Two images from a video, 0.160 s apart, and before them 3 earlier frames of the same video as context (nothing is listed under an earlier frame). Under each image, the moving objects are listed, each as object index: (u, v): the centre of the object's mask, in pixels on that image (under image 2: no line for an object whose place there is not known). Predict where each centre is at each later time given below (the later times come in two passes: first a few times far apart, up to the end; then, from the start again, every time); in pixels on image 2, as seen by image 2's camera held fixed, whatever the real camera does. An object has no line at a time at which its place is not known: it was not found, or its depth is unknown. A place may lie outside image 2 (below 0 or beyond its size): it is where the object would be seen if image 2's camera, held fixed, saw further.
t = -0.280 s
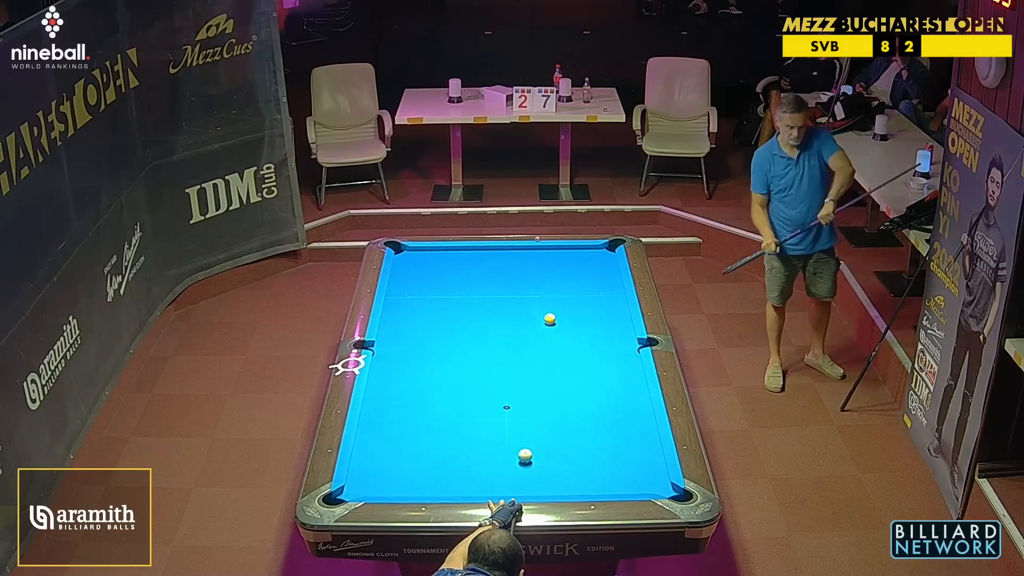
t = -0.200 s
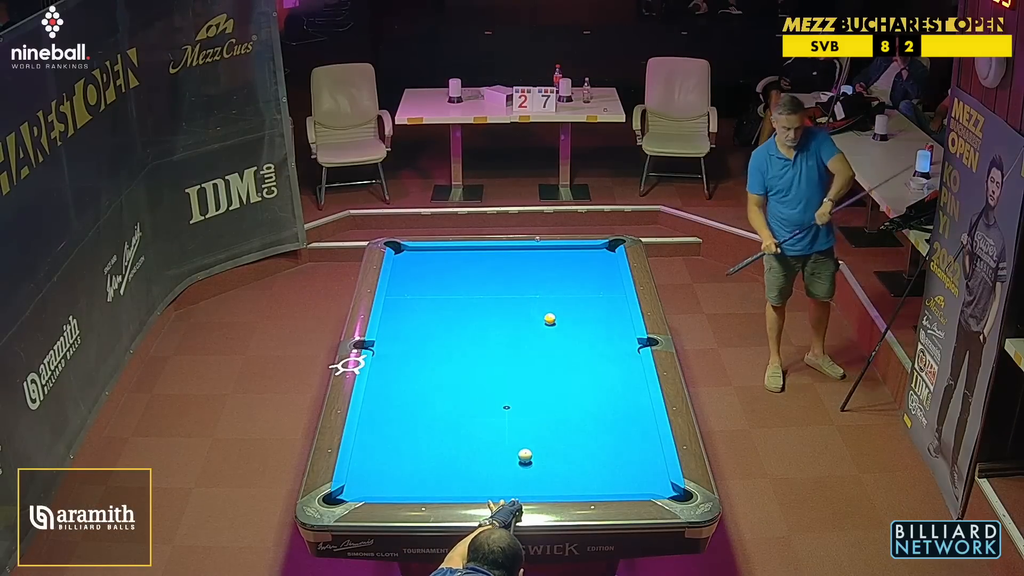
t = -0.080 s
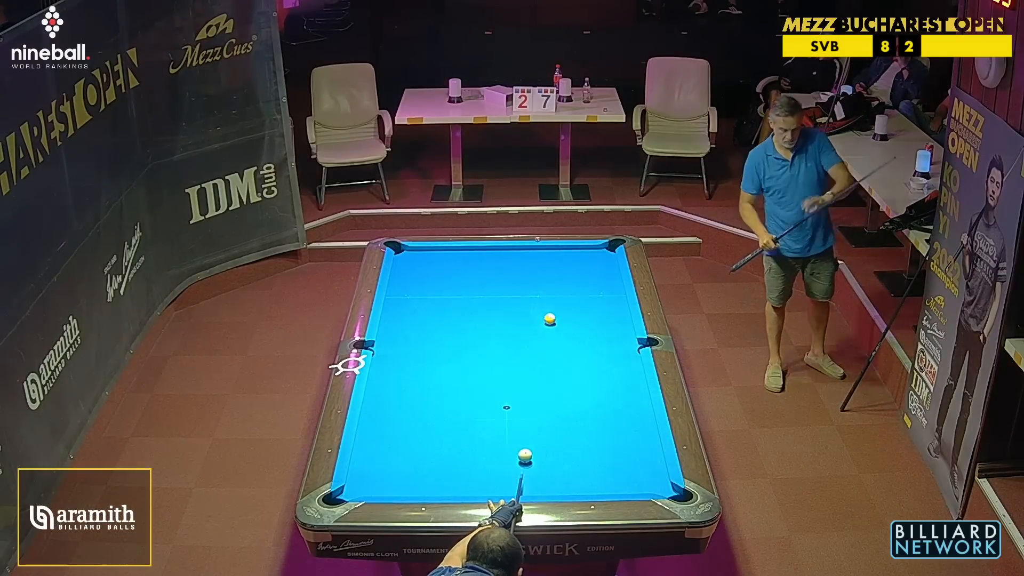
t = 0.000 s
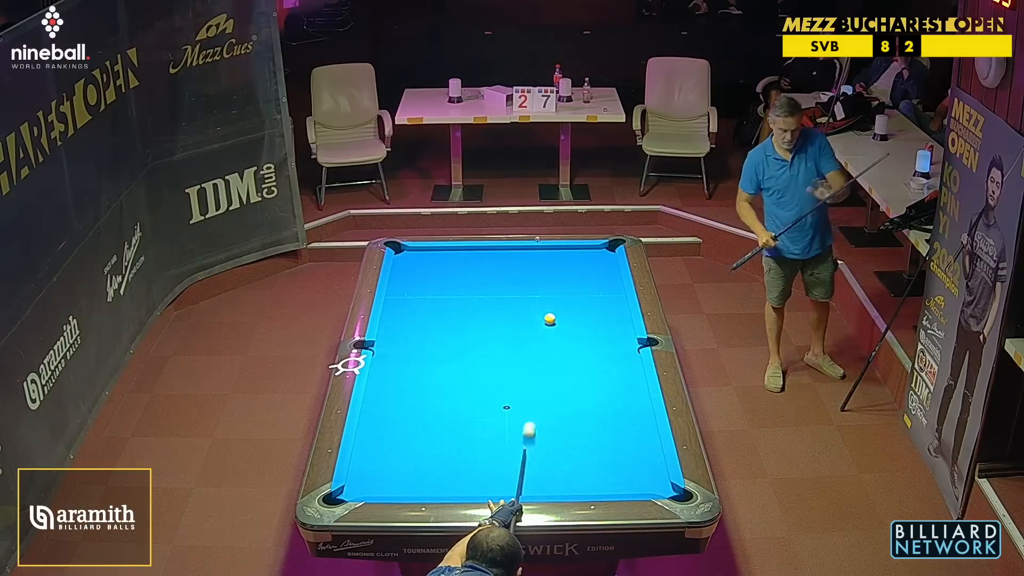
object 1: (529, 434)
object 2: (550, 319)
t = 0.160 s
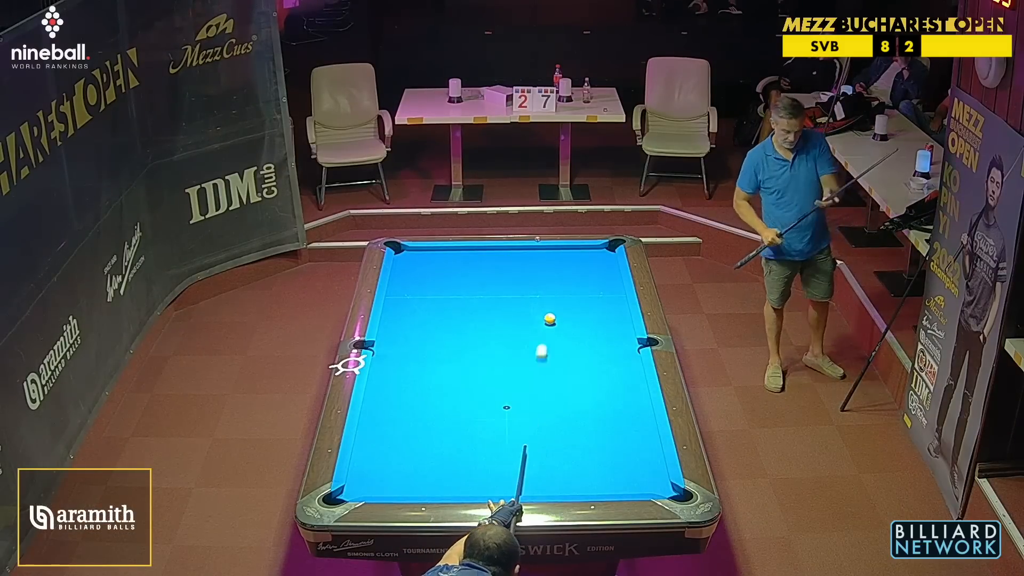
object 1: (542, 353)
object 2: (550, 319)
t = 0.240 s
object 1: (545, 324)
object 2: (553, 316)
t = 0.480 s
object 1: (504, 310)
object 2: (599, 253)
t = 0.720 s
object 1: (475, 289)
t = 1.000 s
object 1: (449, 262)
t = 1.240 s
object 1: (430, 255)
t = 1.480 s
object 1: (414, 266)
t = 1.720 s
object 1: (398, 277)
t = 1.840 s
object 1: (394, 282)
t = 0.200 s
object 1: (544, 337)
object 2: (550, 319)
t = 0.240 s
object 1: (545, 324)
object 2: (553, 316)
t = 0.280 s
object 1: (537, 322)
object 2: (561, 304)
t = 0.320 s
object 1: (530, 320)
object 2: (570, 293)
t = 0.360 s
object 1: (523, 318)
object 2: (578, 282)
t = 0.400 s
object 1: (517, 315)
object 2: (585, 271)
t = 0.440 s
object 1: (510, 313)
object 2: (592, 262)
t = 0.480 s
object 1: (504, 310)
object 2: (599, 253)
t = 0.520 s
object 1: (499, 307)
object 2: (608, 246)
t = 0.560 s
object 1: (493, 303)
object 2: (615, 246)
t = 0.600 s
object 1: (488, 300)
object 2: (613, 249)
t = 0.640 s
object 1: (484, 296)
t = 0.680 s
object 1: (479, 293)
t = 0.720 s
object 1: (475, 289)
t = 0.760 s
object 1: (471, 285)
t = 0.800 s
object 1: (467, 281)
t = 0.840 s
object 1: (463, 277)
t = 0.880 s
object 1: (459, 273)
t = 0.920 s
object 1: (456, 269)
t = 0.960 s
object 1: (452, 265)
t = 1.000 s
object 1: (449, 262)
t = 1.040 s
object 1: (445, 258)
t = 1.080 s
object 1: (442, 255)
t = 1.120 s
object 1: (438, 251)
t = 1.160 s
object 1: (436, 250)
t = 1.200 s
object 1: (433, 252)
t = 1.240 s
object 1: (430, 255)
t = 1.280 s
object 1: (427, 257)
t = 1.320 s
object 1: (425, 259)
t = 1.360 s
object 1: (422, 261)
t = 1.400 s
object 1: (419, 262)
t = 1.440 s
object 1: (417, 264)
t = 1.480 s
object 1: (414, 266)
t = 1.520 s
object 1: (411, 268)
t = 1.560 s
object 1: (409, 270)
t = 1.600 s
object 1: (406, 272)
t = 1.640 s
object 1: (403, 273)
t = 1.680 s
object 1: (401, 275)
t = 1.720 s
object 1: (398, 277)
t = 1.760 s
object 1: (395, 279)
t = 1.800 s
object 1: (393, 281)
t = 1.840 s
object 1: (394, 282)
